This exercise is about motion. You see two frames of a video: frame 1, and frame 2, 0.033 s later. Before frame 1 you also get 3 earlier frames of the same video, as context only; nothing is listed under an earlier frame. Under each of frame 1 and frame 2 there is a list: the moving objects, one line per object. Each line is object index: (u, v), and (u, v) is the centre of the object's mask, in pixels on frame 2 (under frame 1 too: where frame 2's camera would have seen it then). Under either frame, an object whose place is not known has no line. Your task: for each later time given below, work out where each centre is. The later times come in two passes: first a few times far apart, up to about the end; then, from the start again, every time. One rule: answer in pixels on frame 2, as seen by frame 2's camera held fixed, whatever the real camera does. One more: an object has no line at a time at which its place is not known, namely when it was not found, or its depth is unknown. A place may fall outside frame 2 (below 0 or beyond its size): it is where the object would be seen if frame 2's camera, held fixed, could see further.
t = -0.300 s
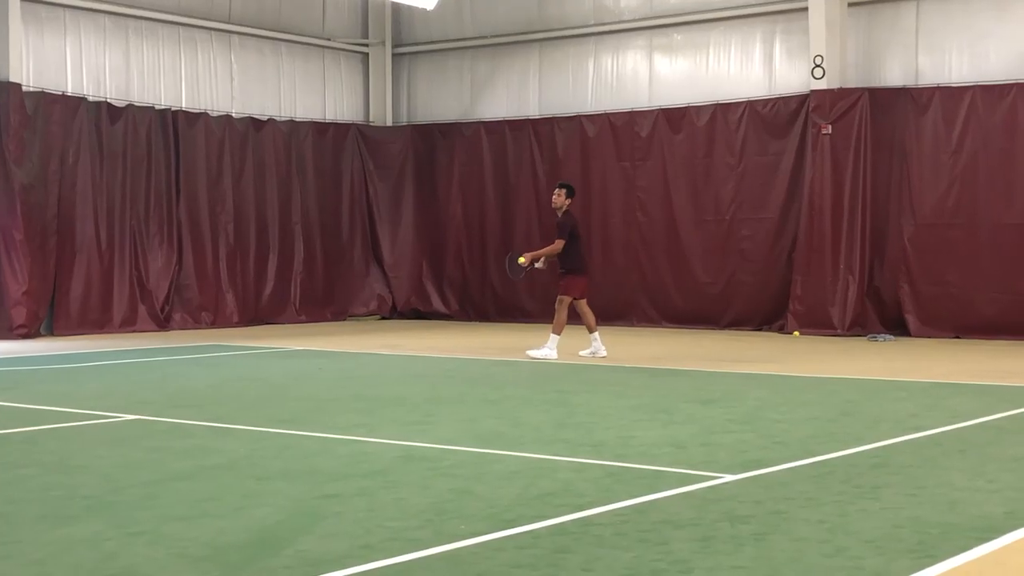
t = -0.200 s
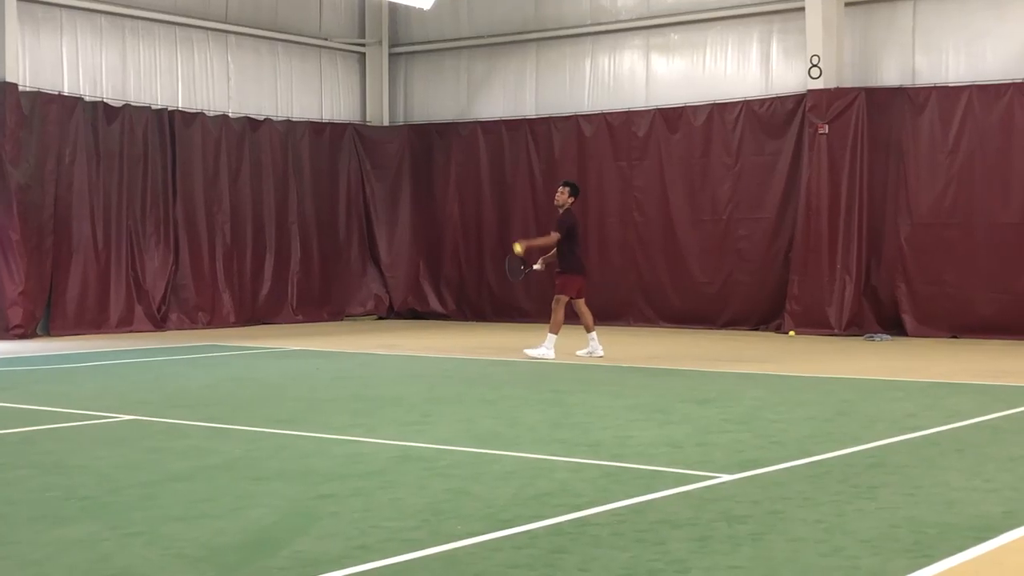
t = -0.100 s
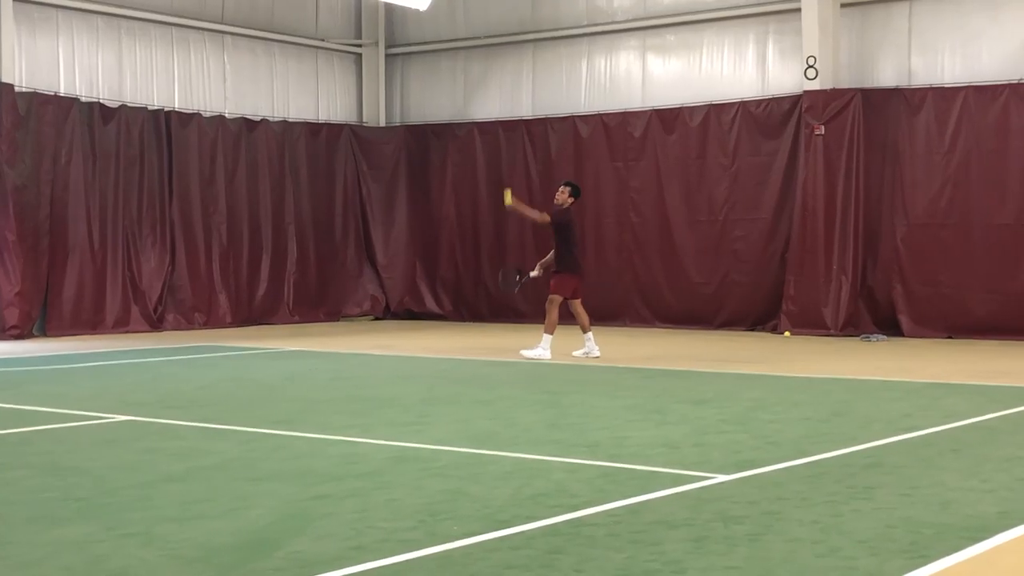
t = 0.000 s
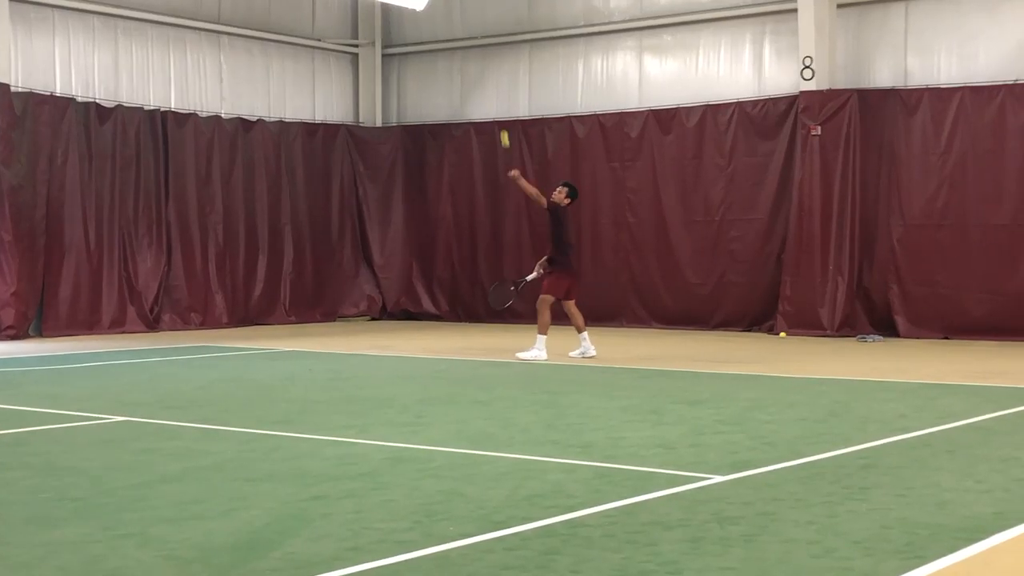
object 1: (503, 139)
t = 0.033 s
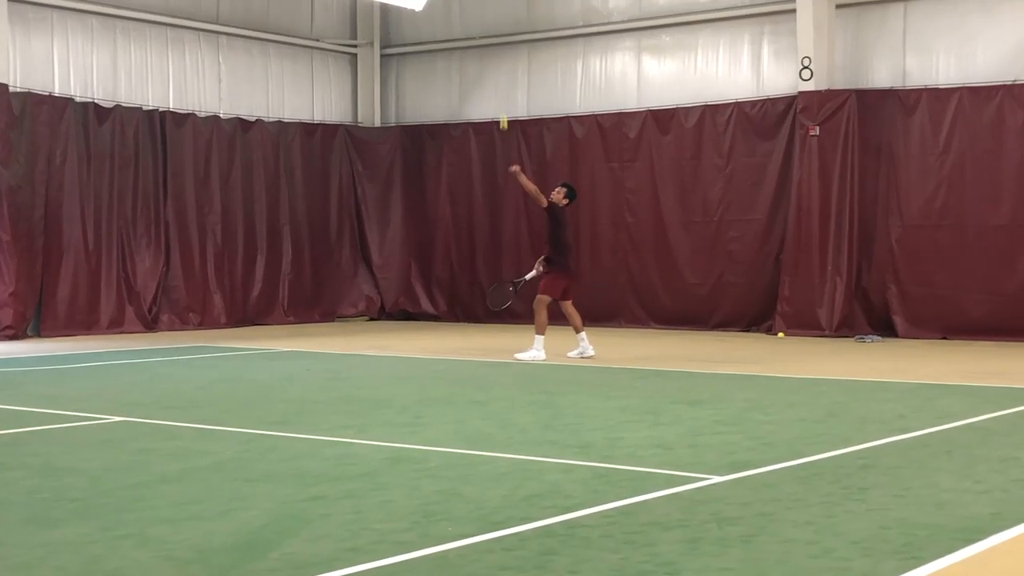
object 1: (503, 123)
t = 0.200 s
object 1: (504, 53)
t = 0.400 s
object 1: (505, 11)
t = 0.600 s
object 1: (507, 12)
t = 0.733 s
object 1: (508, 36)
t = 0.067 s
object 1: (503, 105)
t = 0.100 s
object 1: (503, 90)
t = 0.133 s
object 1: (503, 77)
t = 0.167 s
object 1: (503, 64)
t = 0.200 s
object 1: (504, 53)
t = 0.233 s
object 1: (504, 43)
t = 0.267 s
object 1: (504, 34)
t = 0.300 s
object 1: (504, 27)
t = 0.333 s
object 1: (505, 20)
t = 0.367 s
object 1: (505, 15)
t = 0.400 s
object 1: (505, 11)
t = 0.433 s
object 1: (506, 8)
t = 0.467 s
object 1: (506, 7)
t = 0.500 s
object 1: (506, 6)
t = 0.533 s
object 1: (507, 7)
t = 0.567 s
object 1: (507, 9)
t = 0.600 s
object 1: (507, 12)
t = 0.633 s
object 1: (507, 16)
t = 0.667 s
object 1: (508, 21)
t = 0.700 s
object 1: (508, 28)
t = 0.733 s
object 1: (508, 36)
